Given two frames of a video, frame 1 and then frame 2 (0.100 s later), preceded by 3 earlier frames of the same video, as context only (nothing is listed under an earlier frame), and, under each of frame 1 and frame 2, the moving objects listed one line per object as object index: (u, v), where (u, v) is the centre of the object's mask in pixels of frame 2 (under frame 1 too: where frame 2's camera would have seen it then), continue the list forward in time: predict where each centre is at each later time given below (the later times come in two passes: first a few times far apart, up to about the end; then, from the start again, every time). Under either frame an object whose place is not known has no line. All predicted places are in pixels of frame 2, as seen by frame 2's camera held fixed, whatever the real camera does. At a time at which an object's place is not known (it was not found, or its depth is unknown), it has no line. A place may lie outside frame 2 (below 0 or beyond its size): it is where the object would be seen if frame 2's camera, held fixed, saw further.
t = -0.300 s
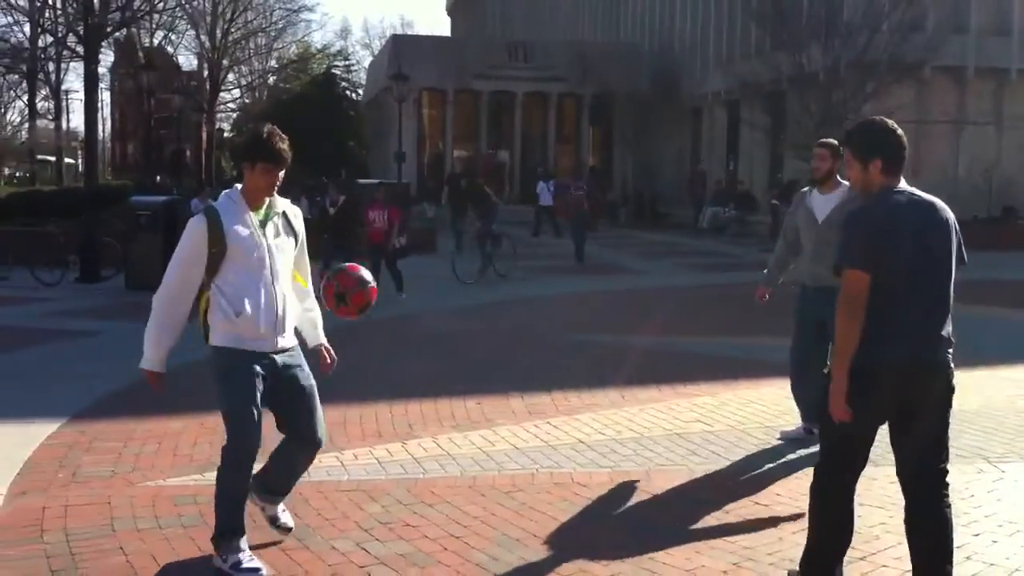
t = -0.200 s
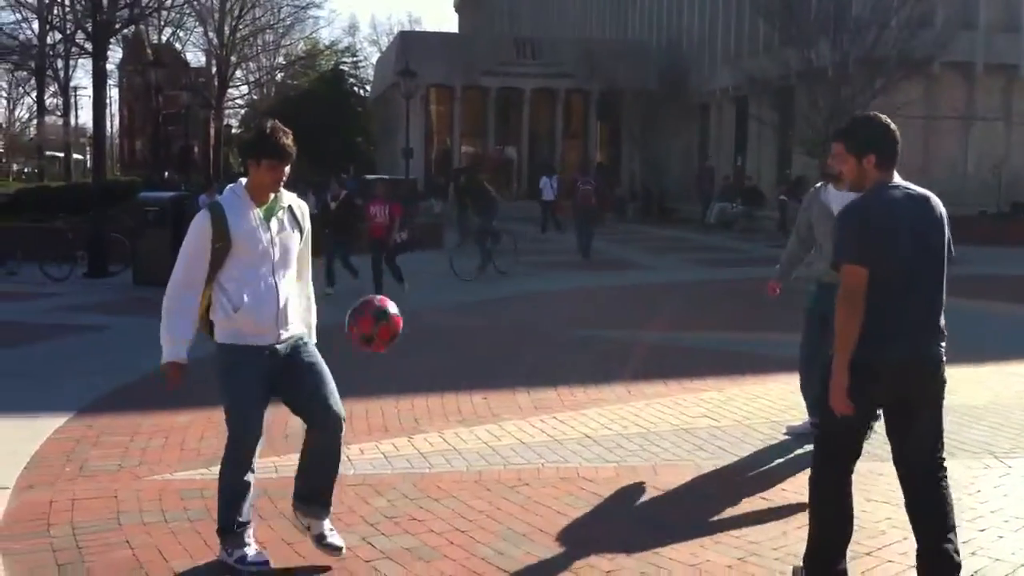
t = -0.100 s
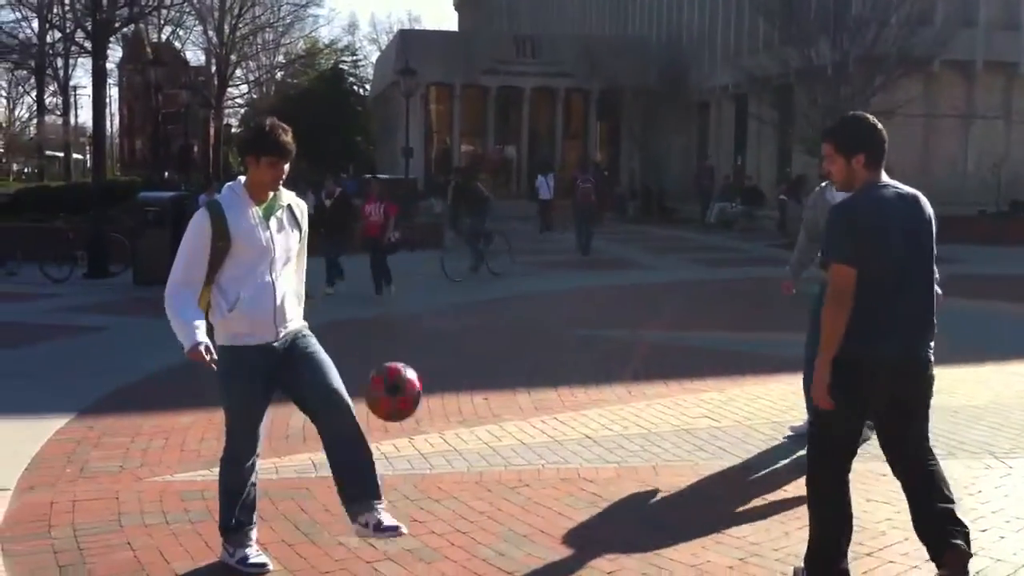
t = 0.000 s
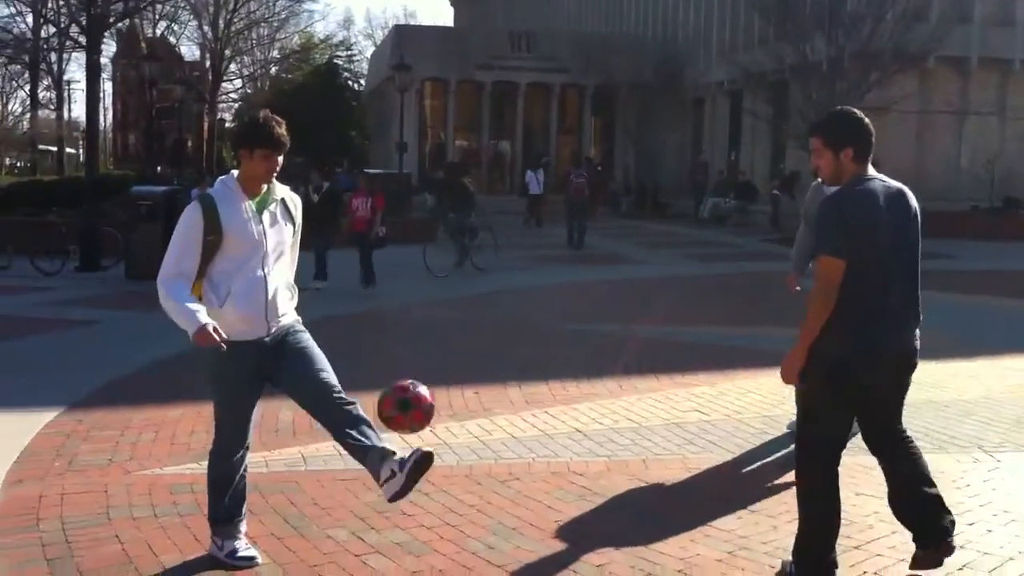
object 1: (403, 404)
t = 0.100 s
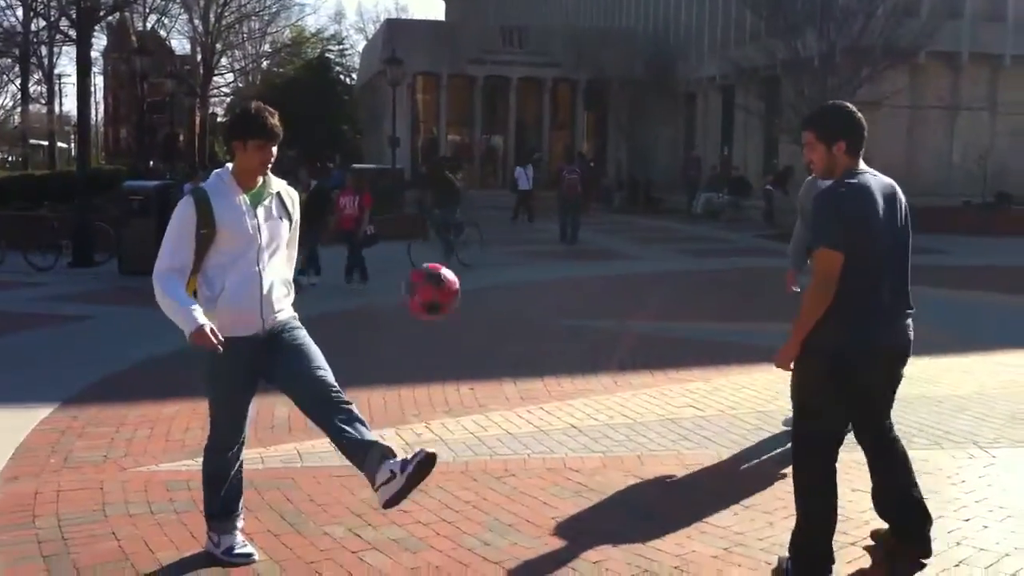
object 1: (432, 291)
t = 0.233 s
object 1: (470, 174)
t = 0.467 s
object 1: (541, 70)
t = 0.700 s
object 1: (611, 118)
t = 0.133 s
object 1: (440, 258)
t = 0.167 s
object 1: (450, 227)
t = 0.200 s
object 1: (460, 199)
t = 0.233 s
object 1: (470, 174)
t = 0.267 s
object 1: (481, 151)
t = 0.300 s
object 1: (490, 130)
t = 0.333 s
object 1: (500, 113)
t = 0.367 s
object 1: (511, 98)
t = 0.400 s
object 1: (520, 85)
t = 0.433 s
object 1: (530, 76)
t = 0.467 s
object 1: (541, 70)
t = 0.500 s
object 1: (550, 68)
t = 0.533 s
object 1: (560, 68)
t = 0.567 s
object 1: (570, 72)
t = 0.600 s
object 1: (580, 78)
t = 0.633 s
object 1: (590, 88)
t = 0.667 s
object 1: (600, 101)
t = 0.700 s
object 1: (611, 118)
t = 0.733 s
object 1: (621, 137)
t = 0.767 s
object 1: (631, 159)
